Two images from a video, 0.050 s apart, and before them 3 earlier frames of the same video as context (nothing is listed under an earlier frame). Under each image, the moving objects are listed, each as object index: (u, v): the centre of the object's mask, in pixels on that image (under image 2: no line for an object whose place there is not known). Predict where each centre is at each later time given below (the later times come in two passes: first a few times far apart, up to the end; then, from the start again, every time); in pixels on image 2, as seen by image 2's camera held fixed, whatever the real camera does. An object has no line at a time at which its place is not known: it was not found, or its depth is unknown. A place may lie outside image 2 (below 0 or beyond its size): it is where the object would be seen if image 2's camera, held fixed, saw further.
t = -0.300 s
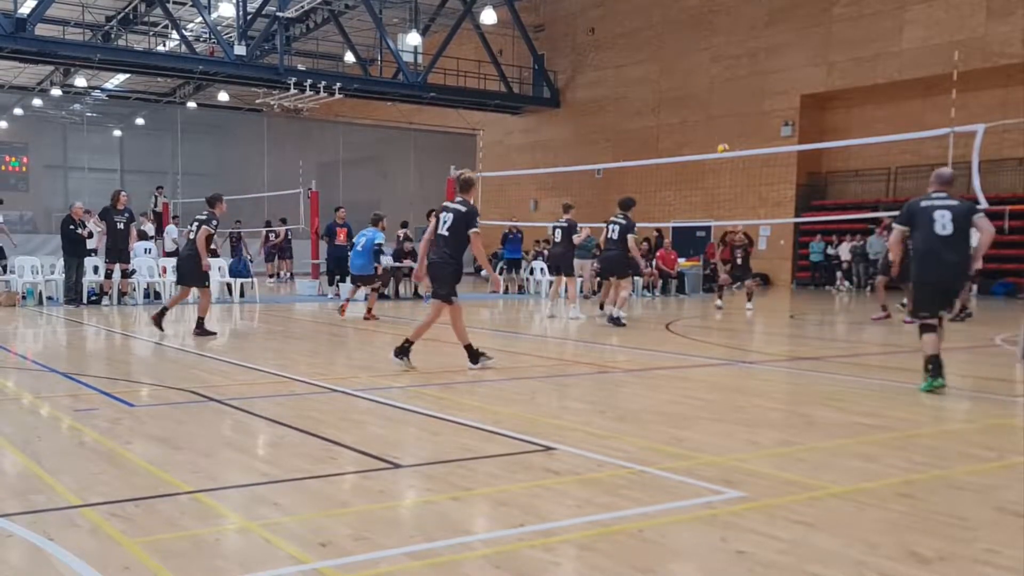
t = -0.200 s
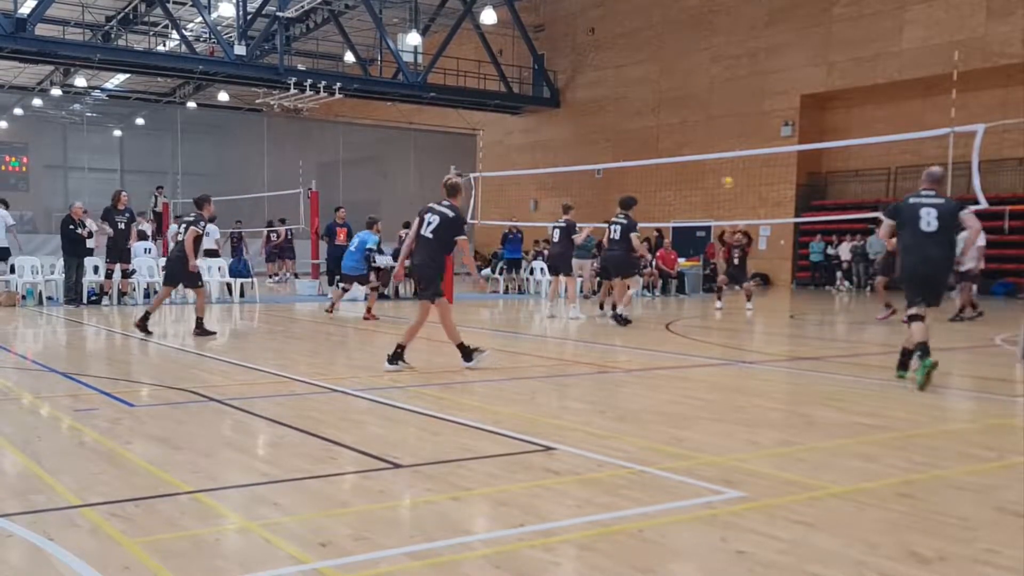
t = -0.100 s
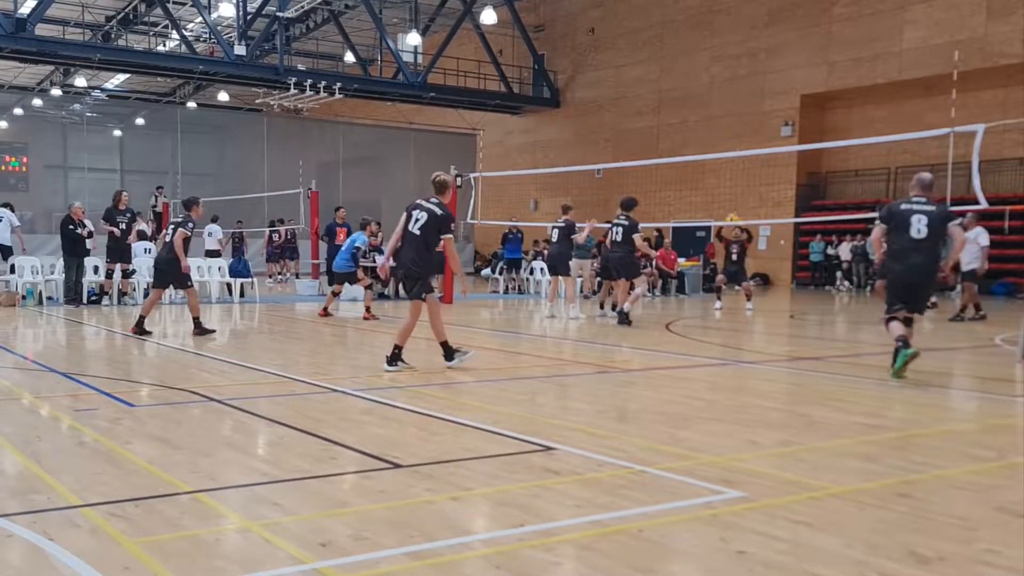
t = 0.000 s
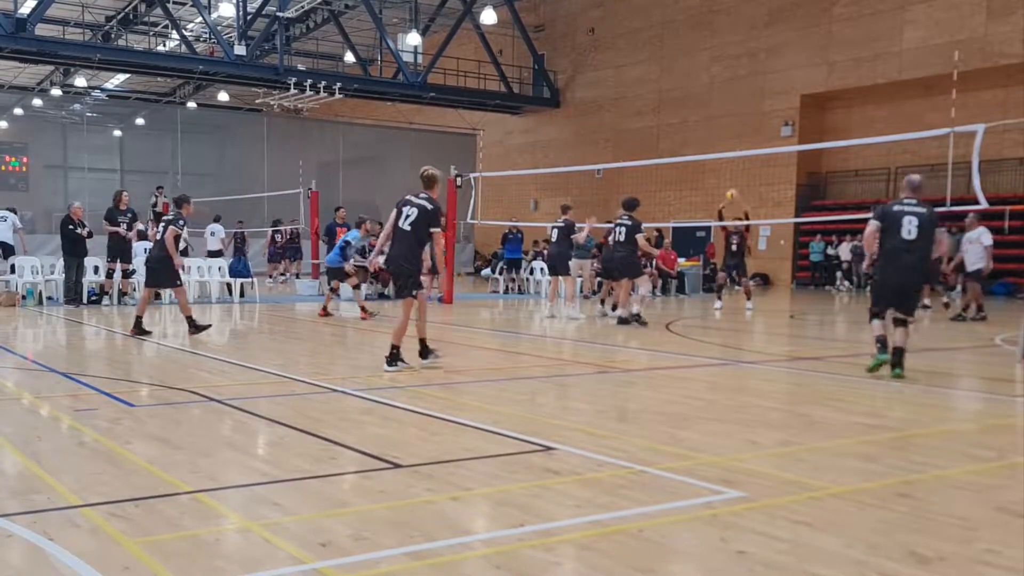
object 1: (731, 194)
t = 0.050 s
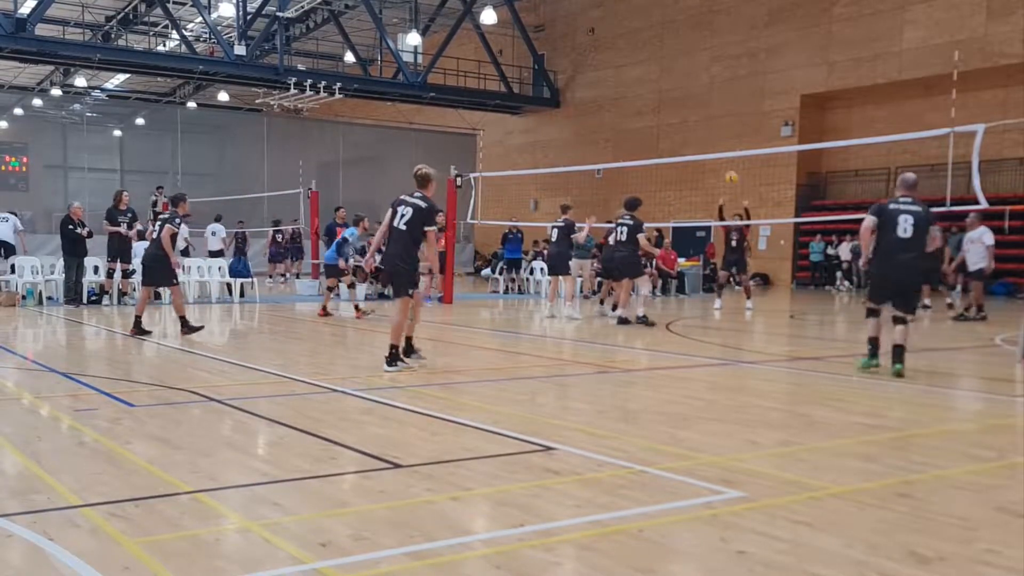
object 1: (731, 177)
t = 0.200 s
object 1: (728, 127)
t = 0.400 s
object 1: (723, 80)
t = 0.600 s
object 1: (717, 54)
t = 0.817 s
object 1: (708, 51)
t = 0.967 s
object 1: (701, 66)
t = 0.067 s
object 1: (731, 170)
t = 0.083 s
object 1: (732, 164)
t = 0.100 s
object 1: (731, 160)
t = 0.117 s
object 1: (730, 149)
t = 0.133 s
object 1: (730, 147)
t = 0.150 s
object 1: (730, 144)
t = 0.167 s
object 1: (729, 138)
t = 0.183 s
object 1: (729, 132)
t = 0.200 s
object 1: (728, 127)
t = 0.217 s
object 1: (728, 122)
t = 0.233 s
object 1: (727, 117)
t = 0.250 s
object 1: (727, 113)
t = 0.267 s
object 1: (726, 108)
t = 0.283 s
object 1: (726, 105)
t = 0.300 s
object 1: (726, 101)
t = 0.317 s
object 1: (725, 96)
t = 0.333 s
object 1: (725, 93)
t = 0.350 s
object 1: (724, 90)
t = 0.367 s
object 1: (724, 87)
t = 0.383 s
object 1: (723, 83)
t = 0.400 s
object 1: (723, 80)
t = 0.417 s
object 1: (723, 77)
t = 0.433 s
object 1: (722, 74)
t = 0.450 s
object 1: (722, 71)
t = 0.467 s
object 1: (721, 68)
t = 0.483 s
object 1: (721, 66)
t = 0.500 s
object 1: (720, 64)
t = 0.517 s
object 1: (720, 62)
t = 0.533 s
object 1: (719, 60)
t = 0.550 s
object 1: (718, 58)
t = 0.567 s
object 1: (718, 57)
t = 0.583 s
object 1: (717, 55)
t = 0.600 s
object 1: (717, 54)
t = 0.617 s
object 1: (716, 53)
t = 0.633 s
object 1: (716, 52)
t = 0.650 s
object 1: (715, 51)
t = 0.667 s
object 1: (714, 50)
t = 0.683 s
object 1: (714, 49)
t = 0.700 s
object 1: (713, 49)
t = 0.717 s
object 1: (712, 49)
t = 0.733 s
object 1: (712, 49)
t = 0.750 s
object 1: (711, 49)
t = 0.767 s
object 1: (711, 49)
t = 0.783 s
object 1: (710, 50)
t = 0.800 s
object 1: (709, 50)
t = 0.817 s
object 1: (708, 51)
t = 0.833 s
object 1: (708, 52)
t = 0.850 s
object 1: (707, 53)
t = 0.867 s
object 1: (706, 54)
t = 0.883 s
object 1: (705, 56)
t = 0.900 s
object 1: (704, 57)
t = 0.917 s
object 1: (704, 59)
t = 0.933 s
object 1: (703, 61)
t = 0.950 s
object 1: (702, 63)
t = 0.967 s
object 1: (701, 66)
